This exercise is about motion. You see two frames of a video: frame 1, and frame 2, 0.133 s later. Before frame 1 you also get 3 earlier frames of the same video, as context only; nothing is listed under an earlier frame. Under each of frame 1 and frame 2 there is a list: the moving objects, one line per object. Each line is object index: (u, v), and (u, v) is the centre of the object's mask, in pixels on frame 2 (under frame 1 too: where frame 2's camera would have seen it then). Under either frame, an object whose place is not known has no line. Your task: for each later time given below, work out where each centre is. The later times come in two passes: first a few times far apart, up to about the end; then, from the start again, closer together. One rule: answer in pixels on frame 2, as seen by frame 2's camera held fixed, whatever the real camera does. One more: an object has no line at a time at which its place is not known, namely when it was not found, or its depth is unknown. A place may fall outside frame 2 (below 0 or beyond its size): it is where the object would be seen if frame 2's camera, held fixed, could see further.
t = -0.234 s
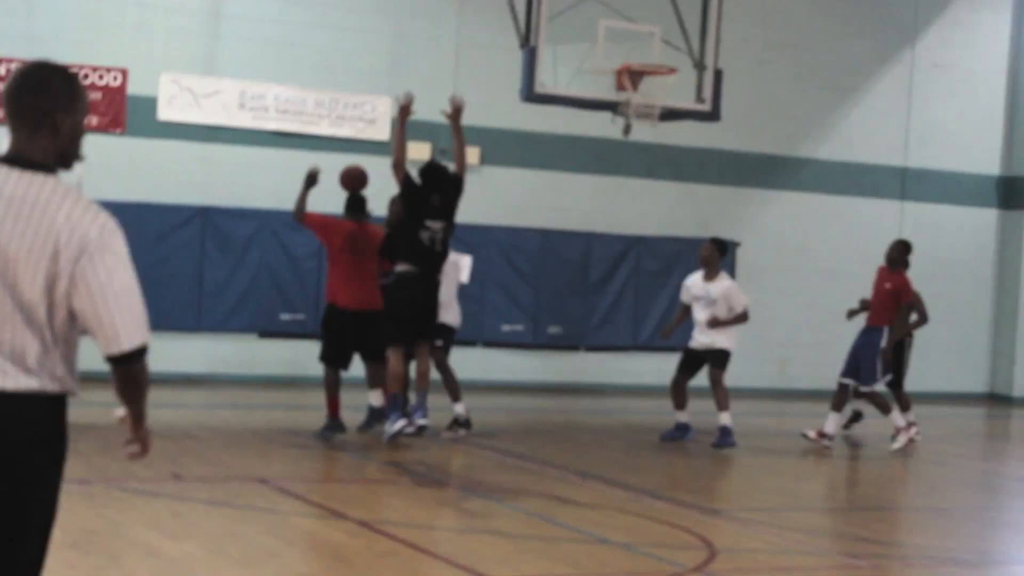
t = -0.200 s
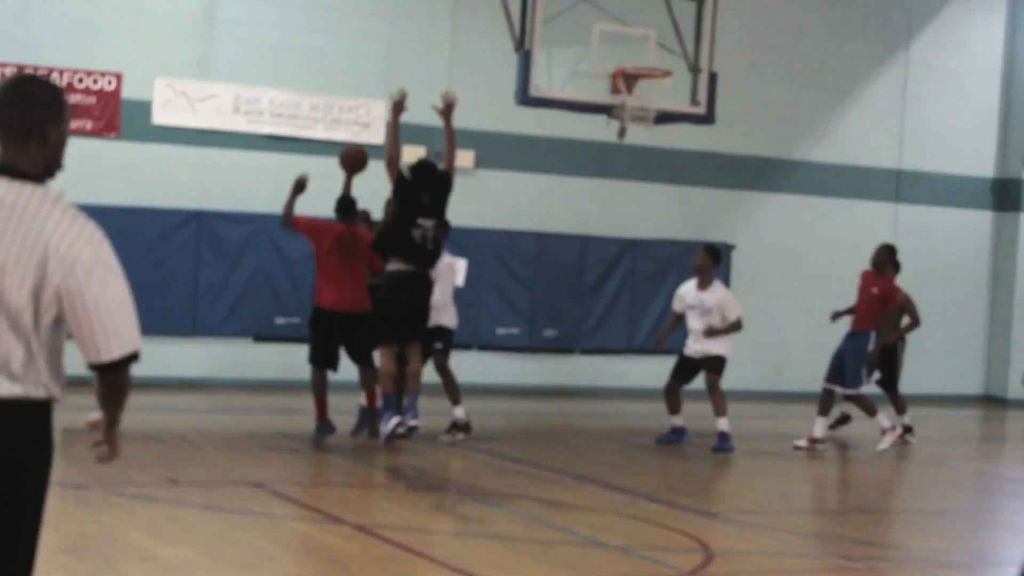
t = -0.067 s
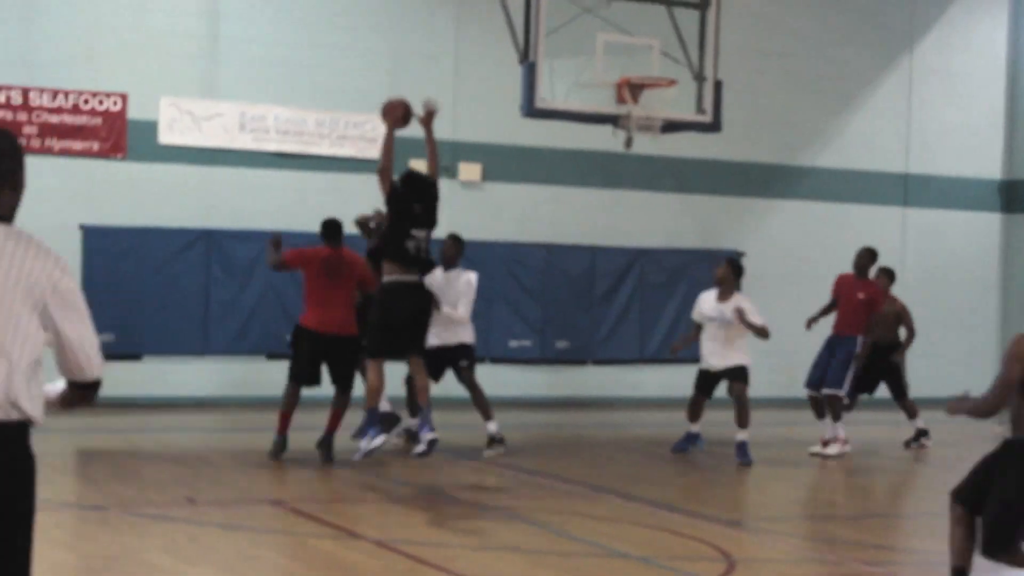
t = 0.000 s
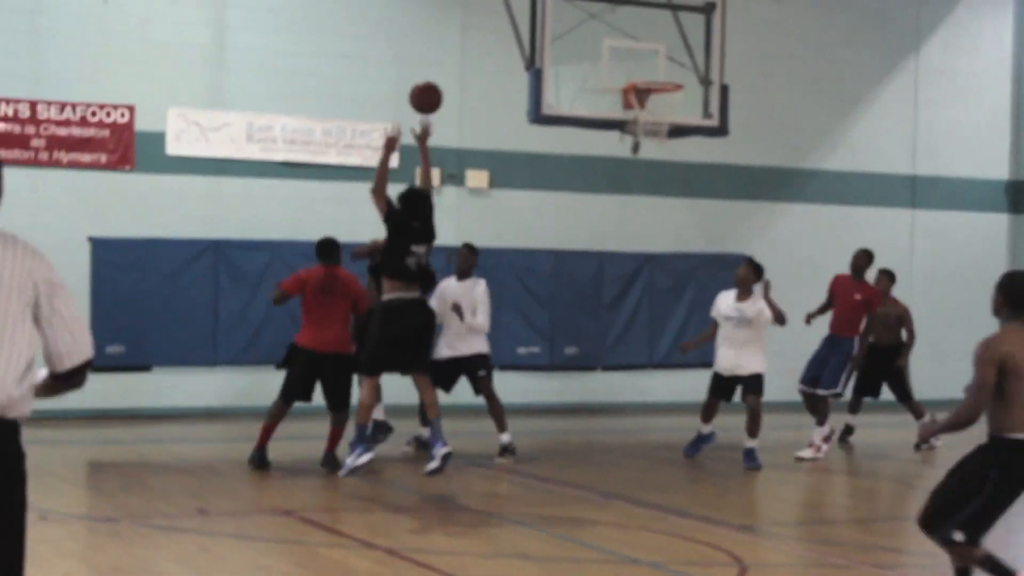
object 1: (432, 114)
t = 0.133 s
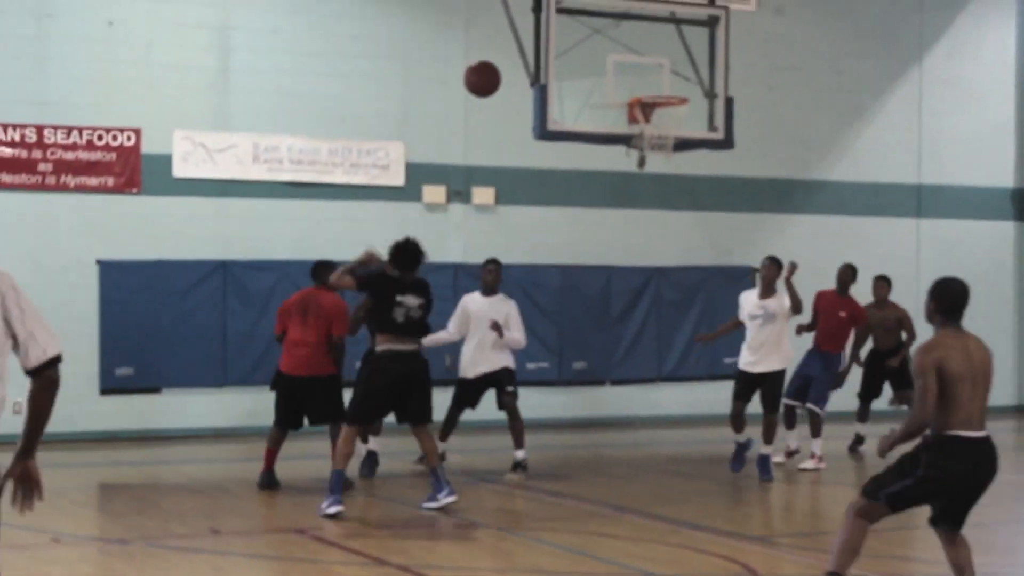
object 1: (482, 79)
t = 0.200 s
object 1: (511, 68)
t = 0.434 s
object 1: (650, 76)
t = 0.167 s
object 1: (497, 73)
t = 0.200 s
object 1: (511, 68)
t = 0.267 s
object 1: (544, 62)
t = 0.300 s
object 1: (564, 61)
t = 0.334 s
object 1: (583, 61)
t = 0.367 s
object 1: (604, 64)
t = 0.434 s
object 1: (650, 76)
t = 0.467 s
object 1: (675, 86)
